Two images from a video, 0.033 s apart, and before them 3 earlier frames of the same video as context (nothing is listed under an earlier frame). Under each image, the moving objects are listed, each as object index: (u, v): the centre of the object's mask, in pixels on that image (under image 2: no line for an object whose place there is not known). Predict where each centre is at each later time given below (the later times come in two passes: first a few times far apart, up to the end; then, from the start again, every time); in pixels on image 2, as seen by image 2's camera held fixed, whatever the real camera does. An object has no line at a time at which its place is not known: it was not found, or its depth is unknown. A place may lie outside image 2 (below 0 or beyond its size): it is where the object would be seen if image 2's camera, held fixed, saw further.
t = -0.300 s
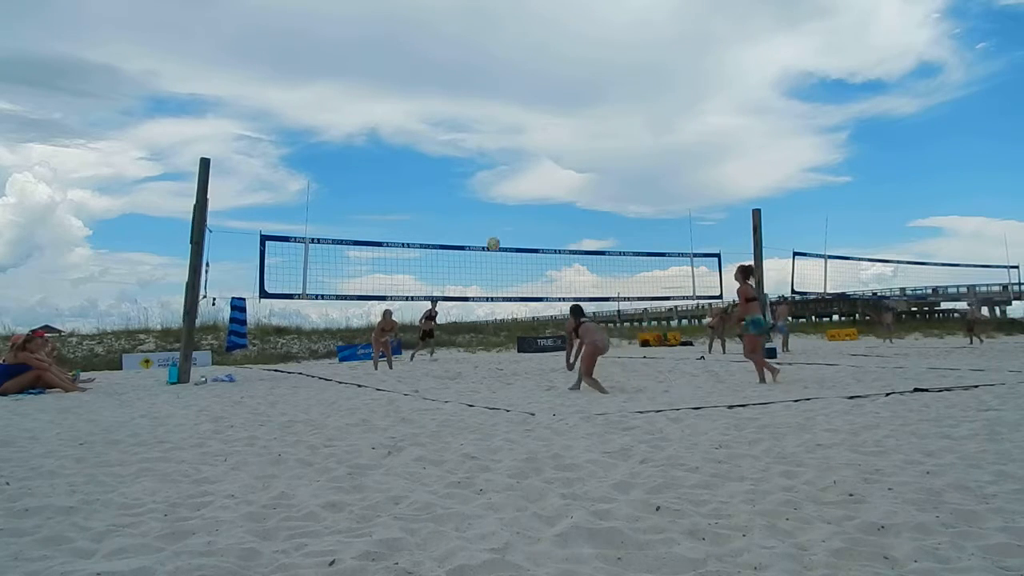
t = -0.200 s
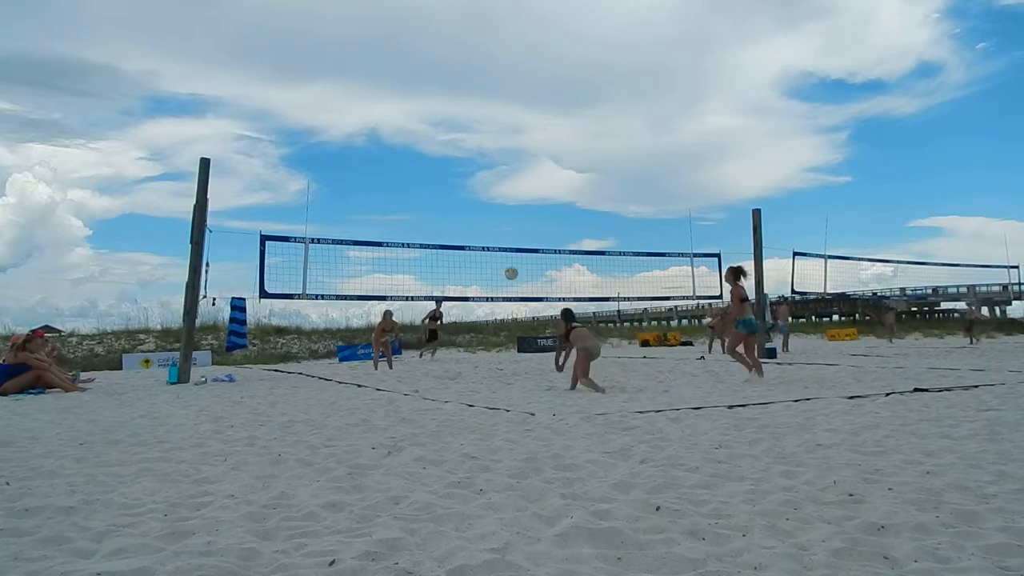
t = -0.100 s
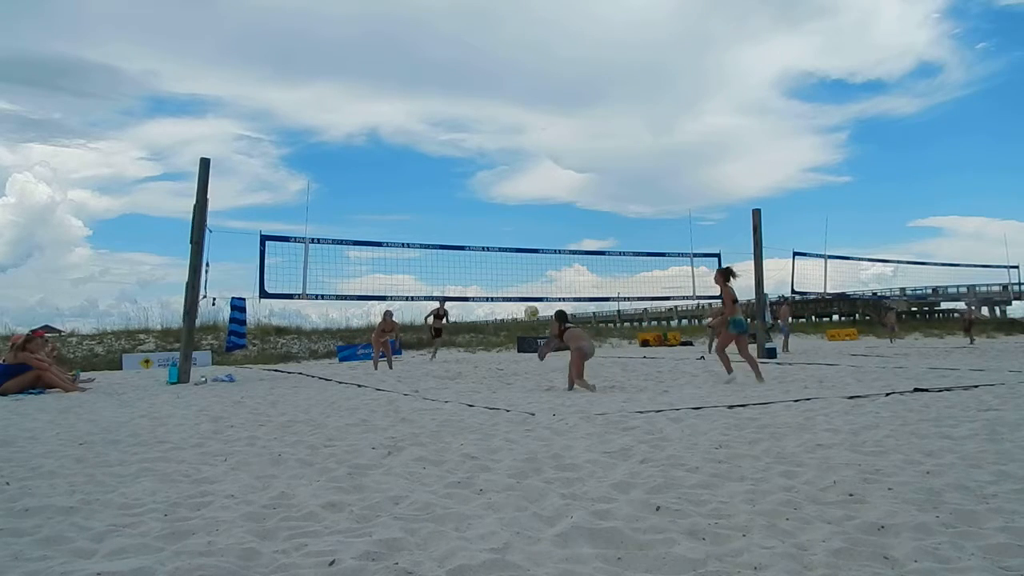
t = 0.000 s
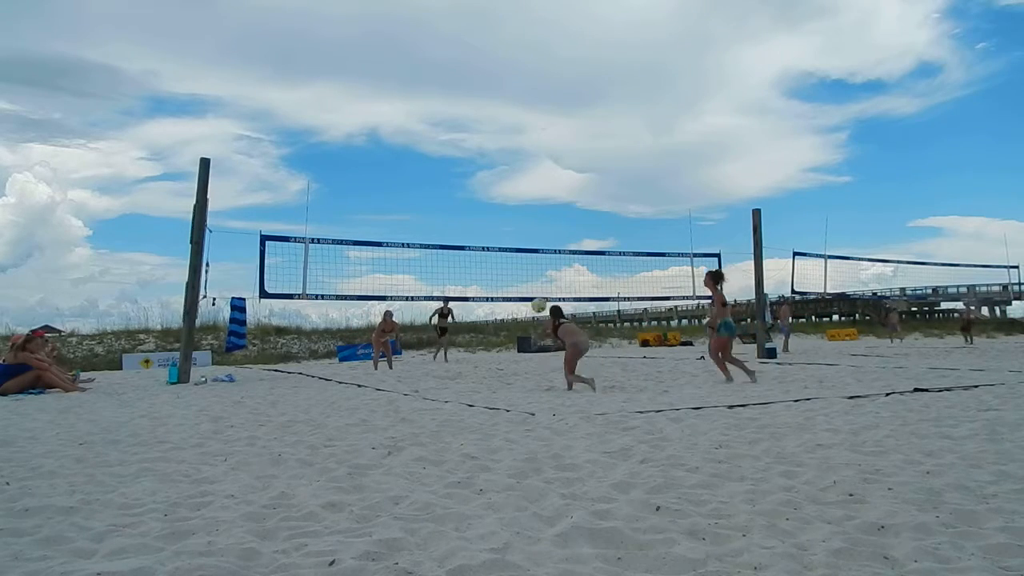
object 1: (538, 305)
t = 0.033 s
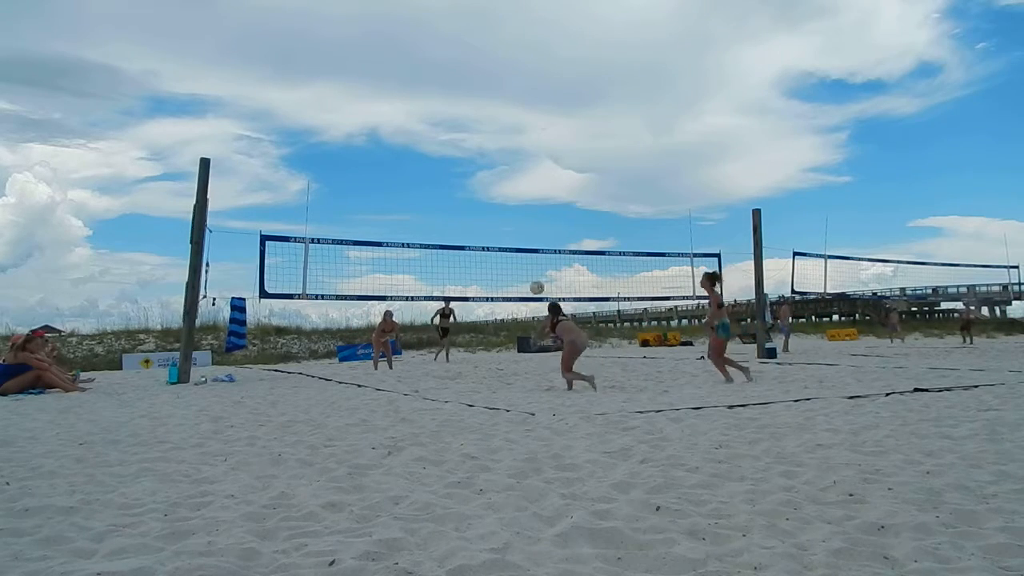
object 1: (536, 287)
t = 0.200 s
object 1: (528, 212)
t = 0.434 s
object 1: (521, 142)
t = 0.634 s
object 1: (516, 110)
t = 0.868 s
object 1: (513, 102)
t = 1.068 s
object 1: (510, 119)
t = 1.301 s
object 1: (508, 166)
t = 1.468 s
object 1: (507, 215)
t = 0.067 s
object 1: (535, 271)
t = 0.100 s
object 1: (533, 254)
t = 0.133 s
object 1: (531, 240)
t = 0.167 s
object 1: (530, 225)
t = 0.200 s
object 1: (528, 212)
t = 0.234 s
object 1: (527, 200)
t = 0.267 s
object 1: (526, 188)
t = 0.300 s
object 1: (524, 177)
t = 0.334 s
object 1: (523, 167)
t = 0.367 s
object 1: (522, 158)
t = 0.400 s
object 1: (521, 149)
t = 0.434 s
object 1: (521, 142)
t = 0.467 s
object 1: (519, 135)
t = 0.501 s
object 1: (519, 129)
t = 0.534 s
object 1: (518, 123)
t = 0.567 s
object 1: (518, 118)
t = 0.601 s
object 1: (517, 114)
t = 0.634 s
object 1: (516, 110)
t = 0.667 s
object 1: (516, 107)
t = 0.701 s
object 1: (515, 105)
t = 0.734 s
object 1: (515, 103)
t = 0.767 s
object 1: (514, 102)
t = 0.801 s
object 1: (513, 101)
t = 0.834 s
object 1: (513, 101)
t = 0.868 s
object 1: (513, 102)
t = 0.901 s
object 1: (512, 104)
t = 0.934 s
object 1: (511, 106)
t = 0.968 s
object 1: (511, 108)
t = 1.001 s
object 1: (510, 111)
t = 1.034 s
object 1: (510, 115)
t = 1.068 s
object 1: (510, 119)
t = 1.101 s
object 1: (510, 124)
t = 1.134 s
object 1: (509, 130)
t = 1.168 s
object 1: (509, 136)
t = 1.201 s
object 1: (509, 142)
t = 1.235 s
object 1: (508, 149)
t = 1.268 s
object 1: (508, 157)
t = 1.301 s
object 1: (508, 166)
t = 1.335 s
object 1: (508, 175)
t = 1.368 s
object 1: (507, 184)
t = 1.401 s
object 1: (507, 194)
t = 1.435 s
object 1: (507, 204)
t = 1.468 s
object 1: (507, 215)
